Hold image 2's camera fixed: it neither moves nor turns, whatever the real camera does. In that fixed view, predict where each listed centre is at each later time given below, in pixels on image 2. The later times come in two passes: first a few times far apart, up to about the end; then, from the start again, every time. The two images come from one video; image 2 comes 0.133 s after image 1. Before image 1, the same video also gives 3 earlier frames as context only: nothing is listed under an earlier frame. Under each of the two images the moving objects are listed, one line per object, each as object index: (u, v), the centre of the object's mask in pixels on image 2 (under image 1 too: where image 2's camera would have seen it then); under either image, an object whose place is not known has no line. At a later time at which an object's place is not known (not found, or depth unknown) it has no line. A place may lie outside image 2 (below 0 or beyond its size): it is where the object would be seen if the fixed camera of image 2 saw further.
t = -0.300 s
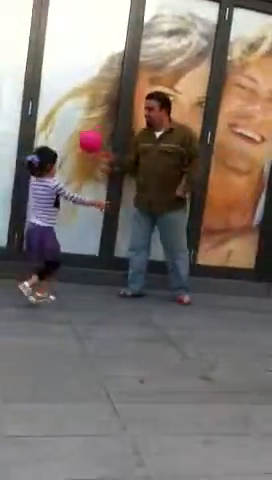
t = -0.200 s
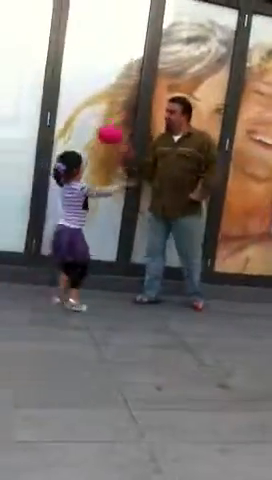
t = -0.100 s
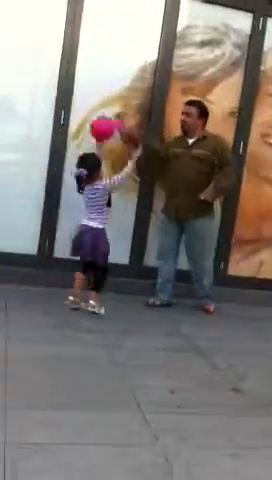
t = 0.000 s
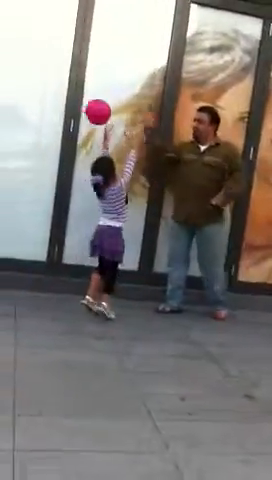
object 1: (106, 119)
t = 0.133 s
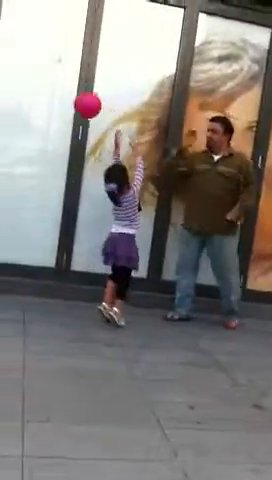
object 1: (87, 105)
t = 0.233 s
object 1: (71, 111)
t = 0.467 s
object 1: (18, 189)
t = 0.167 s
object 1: (82, 104)
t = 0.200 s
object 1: (76, 107)
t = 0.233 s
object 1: (71, 111)
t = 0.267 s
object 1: (64, 117)
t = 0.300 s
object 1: (57, 123)
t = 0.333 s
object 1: (50, 132)
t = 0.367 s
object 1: (42, 143)
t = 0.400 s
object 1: (34, 157)
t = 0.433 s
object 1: (27, 172)
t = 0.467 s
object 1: (18, 189)
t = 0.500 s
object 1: (10, 208)
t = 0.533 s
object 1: (2, 230)
